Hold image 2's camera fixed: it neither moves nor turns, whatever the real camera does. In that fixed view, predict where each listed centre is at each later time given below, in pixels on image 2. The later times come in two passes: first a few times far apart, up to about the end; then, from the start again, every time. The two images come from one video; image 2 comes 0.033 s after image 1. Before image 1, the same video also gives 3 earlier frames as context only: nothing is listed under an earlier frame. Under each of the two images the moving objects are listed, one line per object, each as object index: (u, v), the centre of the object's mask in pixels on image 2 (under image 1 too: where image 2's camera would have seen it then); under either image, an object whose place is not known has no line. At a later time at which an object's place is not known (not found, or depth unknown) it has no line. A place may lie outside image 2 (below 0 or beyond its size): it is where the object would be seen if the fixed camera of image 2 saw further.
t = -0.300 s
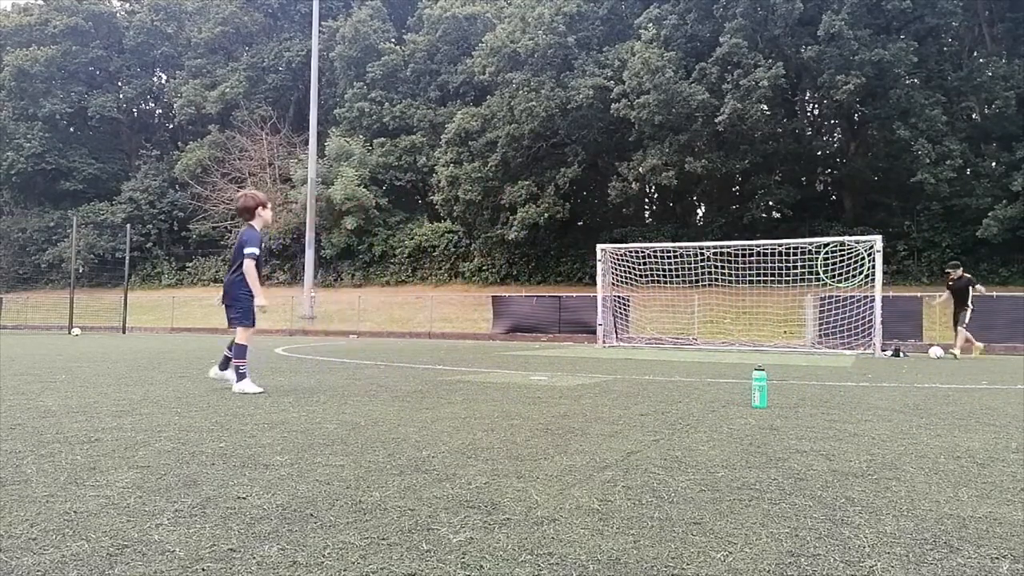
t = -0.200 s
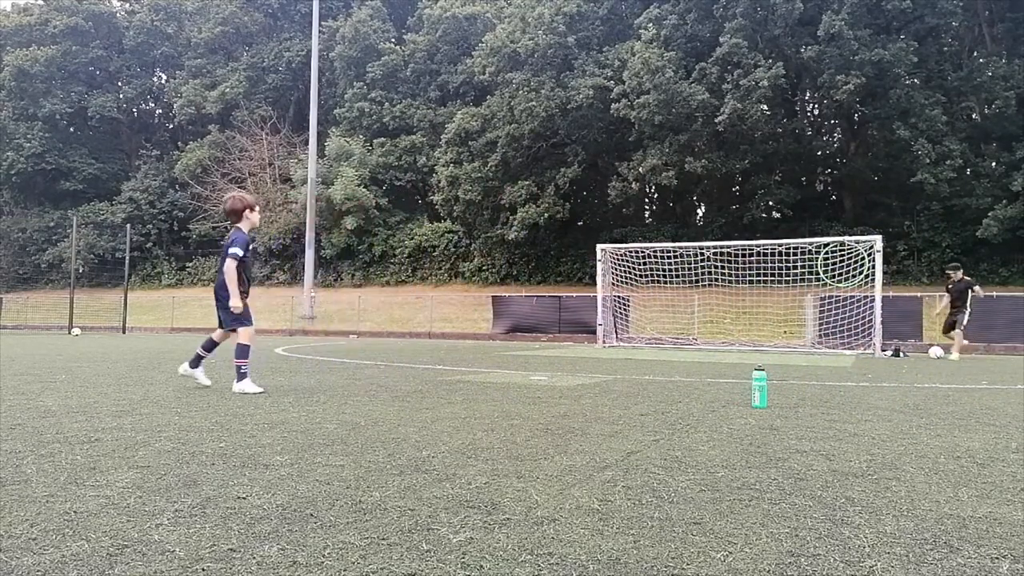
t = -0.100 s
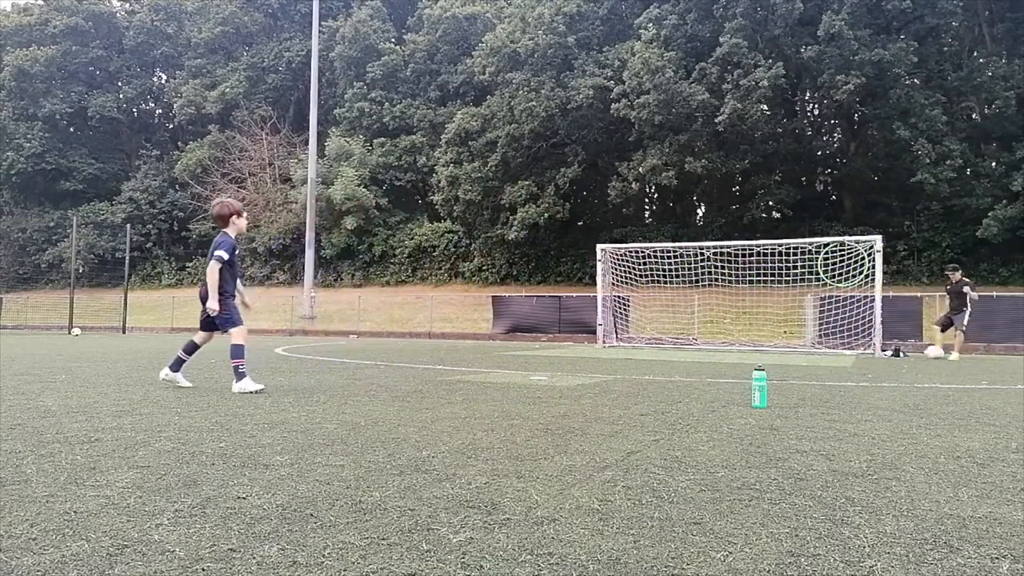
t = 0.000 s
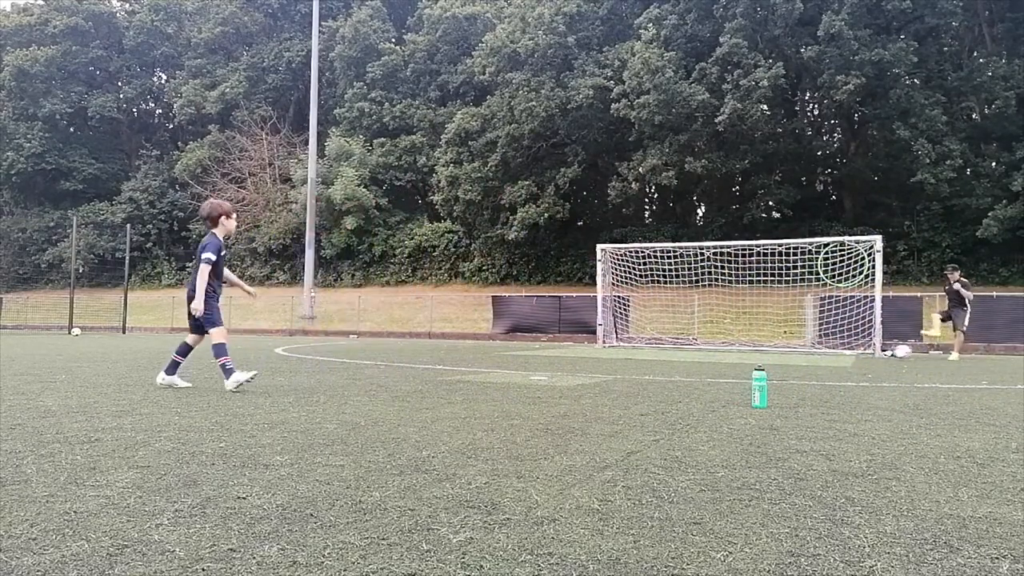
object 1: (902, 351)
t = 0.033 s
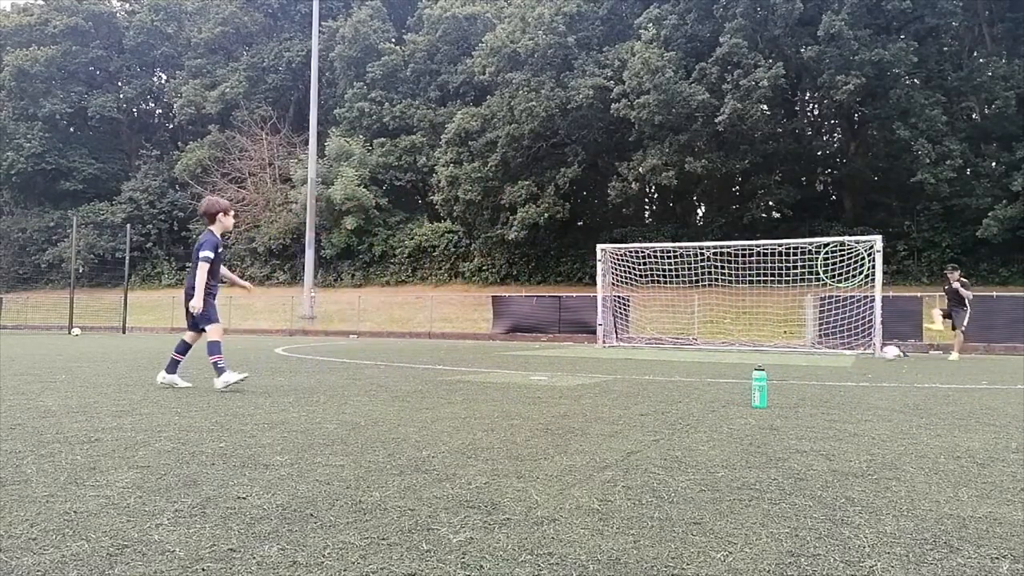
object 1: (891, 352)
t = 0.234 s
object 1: (815, 357)
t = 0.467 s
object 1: (711, 358)
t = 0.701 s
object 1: (591, 364)
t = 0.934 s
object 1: (439, 366)
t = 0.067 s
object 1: (879, 354)
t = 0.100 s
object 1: (868, 355)
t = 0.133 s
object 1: (854, 353)
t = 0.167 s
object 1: (841, 354)
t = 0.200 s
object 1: (827, 356)
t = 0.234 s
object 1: (815, 357)
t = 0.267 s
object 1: (800, 356)
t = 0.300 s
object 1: (786, 356)
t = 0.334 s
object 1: (771, 358)
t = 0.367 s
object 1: (757, 357)
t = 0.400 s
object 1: (742, 356)
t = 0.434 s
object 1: (726, 356)
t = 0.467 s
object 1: (711, 358)
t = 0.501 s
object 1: (693, 361)
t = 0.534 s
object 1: (678, 361)
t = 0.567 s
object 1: (661, 358)
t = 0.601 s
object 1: (645, 357)
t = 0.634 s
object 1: (627, 358)
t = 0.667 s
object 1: (610, 360)
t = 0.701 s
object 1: (591, 364)
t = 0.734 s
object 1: (572, 362)
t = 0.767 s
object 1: (553, 361)
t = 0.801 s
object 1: (532, 361)
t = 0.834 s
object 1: (510, 363)
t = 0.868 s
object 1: (488, 367)
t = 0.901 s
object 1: (464, 366)
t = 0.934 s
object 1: (439, 366)
